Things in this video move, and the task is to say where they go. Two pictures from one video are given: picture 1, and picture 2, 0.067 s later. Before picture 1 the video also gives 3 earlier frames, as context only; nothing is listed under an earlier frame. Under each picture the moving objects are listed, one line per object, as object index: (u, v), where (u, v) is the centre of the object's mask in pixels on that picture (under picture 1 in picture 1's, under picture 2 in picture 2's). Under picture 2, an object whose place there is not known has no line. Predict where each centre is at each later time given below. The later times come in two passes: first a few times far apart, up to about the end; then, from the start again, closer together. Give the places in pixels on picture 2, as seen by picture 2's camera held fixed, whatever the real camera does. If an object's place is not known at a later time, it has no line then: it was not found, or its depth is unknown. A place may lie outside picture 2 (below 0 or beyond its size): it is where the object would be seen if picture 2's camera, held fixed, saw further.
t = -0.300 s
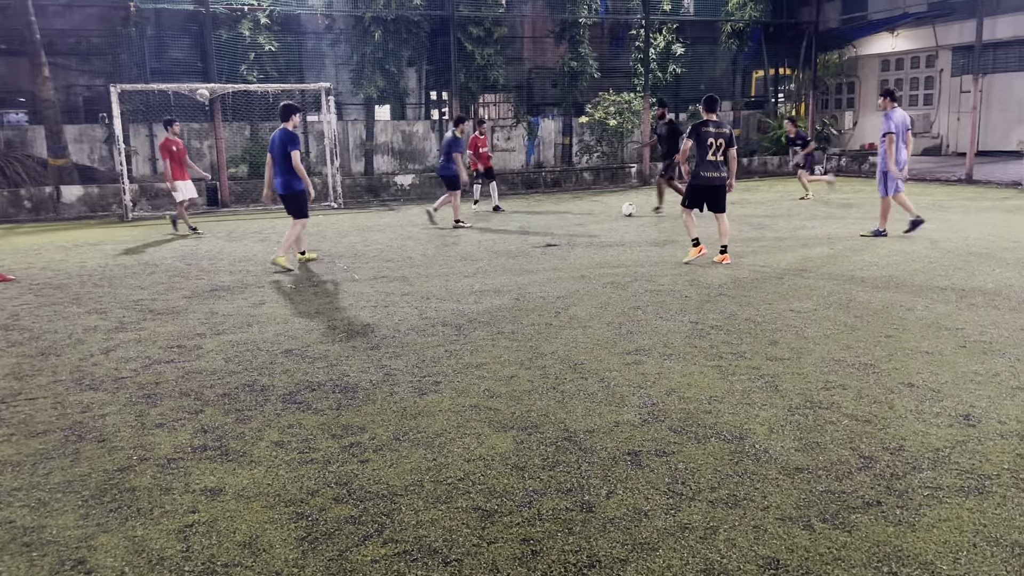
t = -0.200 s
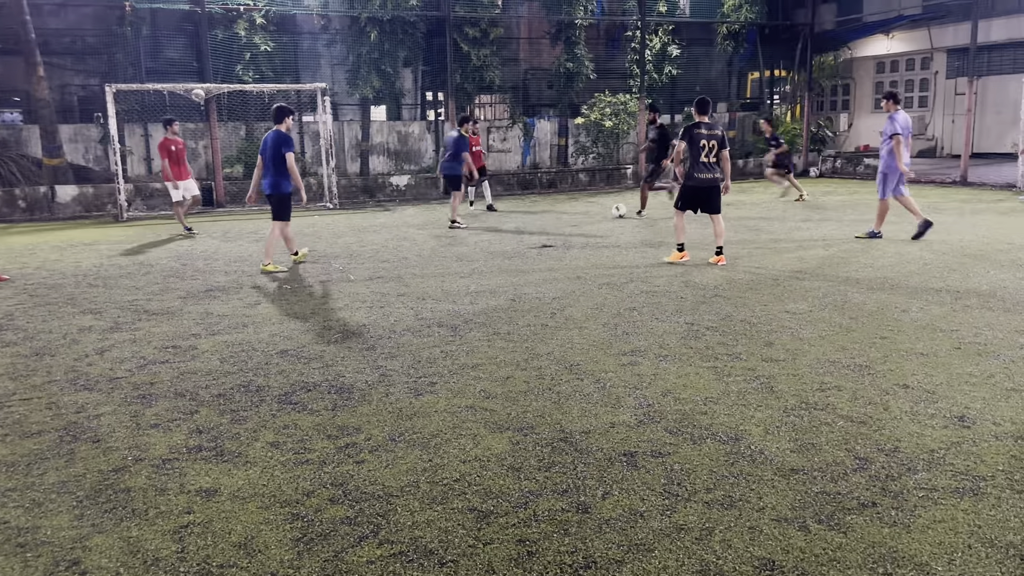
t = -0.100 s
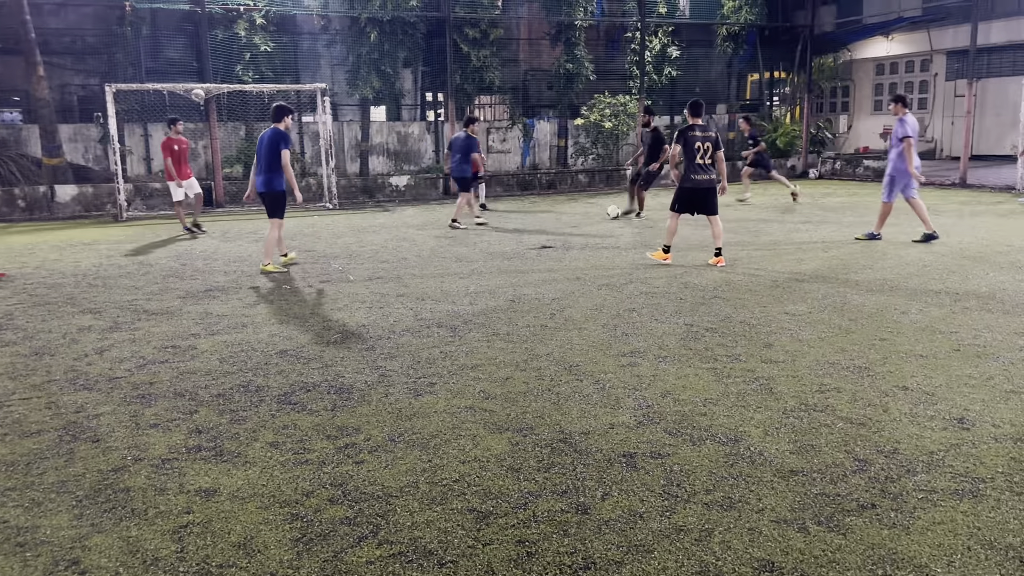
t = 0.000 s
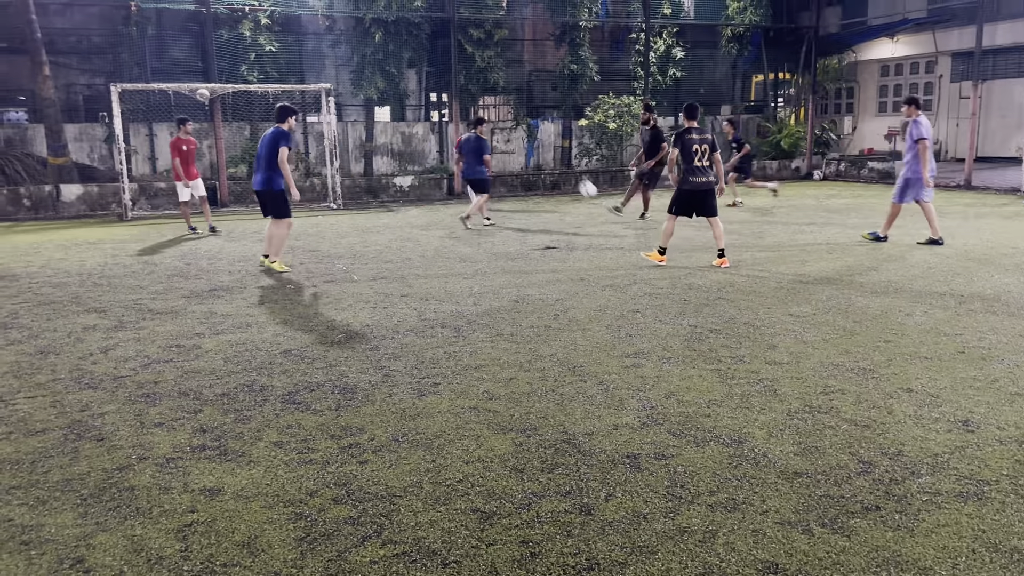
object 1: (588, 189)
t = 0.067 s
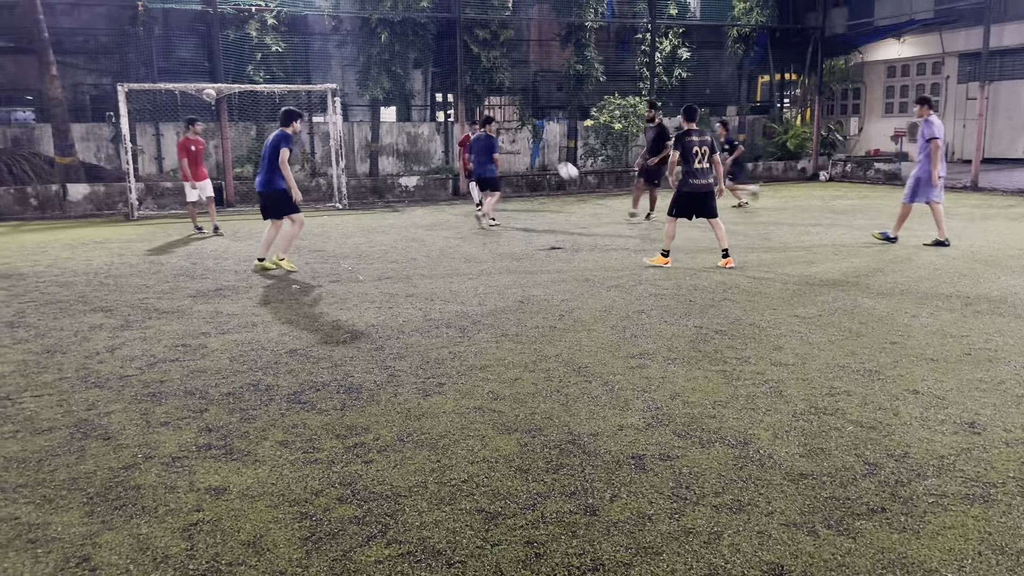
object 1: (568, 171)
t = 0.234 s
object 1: (496, 127)
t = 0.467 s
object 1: (357, 79)
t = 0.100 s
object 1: (554, 162)
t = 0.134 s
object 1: (540, 153)
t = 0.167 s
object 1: (526, 144)
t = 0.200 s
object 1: (512, 136)
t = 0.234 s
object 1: (496, 127)
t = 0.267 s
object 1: (479, 120)
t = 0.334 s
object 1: (442, 104)
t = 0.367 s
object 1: (424, 97)
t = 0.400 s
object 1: (403, 90)
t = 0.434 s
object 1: (381, 85)
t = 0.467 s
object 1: (357, 79)
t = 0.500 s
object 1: (333, 74)
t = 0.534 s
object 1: (308, 71)
